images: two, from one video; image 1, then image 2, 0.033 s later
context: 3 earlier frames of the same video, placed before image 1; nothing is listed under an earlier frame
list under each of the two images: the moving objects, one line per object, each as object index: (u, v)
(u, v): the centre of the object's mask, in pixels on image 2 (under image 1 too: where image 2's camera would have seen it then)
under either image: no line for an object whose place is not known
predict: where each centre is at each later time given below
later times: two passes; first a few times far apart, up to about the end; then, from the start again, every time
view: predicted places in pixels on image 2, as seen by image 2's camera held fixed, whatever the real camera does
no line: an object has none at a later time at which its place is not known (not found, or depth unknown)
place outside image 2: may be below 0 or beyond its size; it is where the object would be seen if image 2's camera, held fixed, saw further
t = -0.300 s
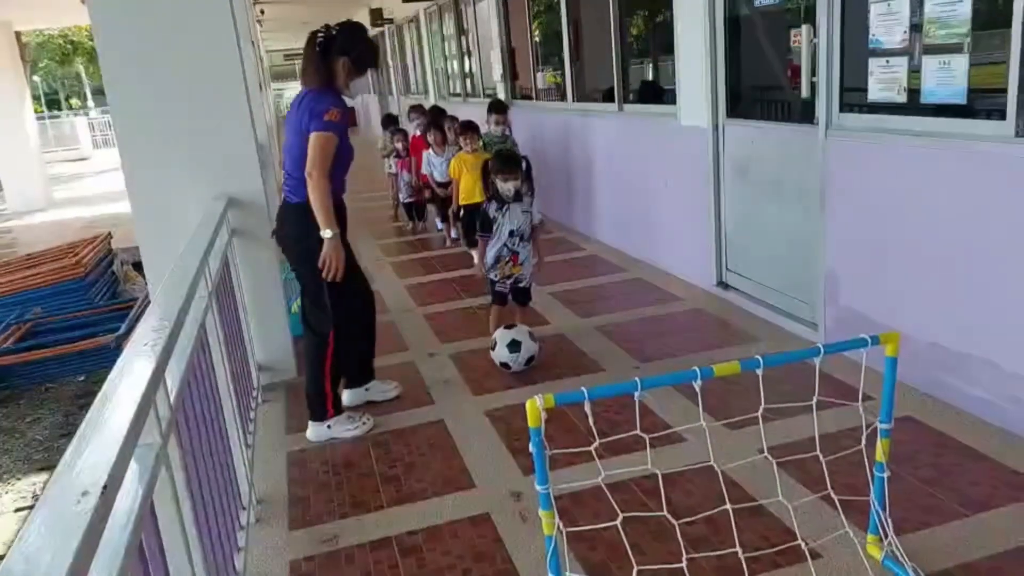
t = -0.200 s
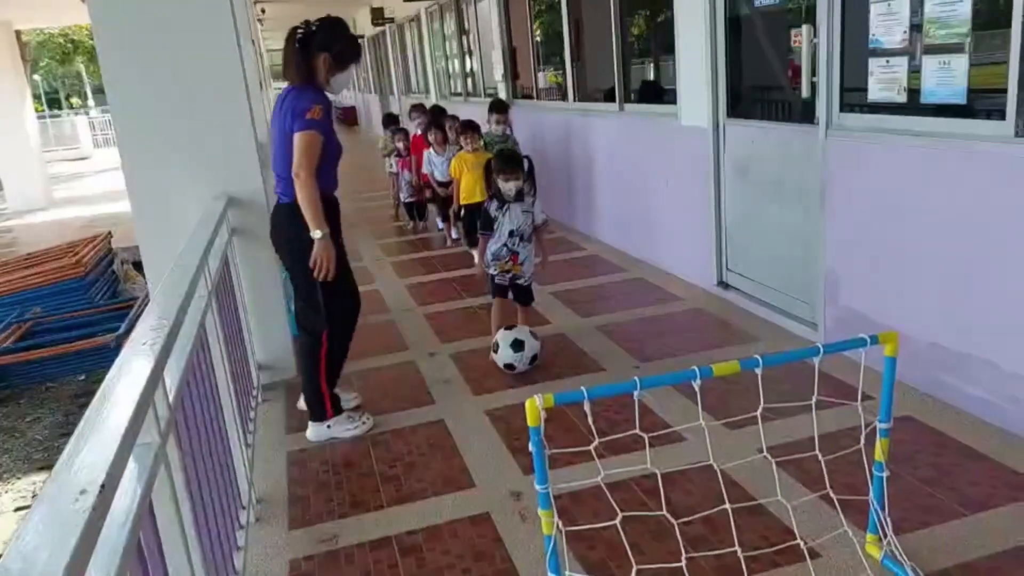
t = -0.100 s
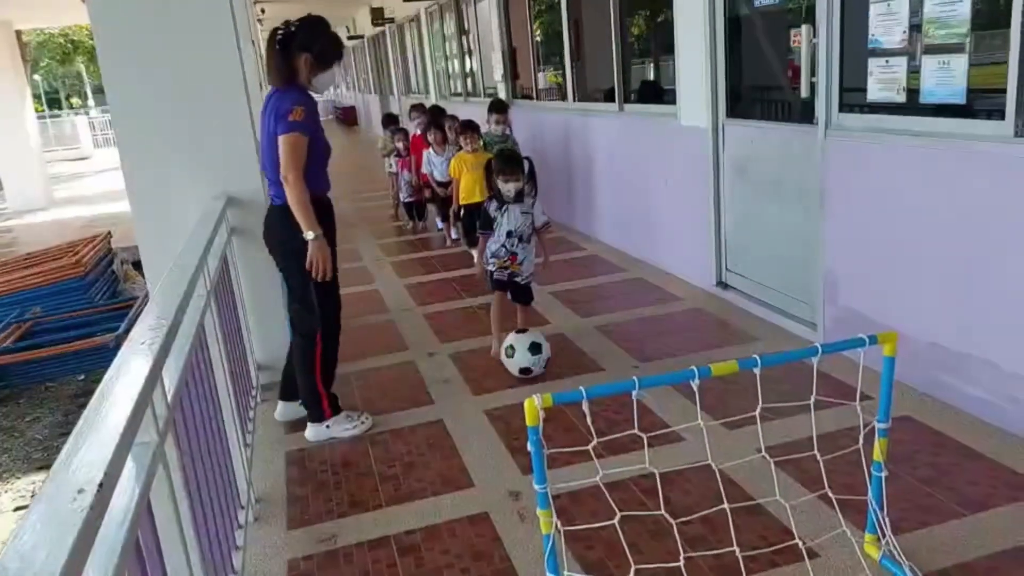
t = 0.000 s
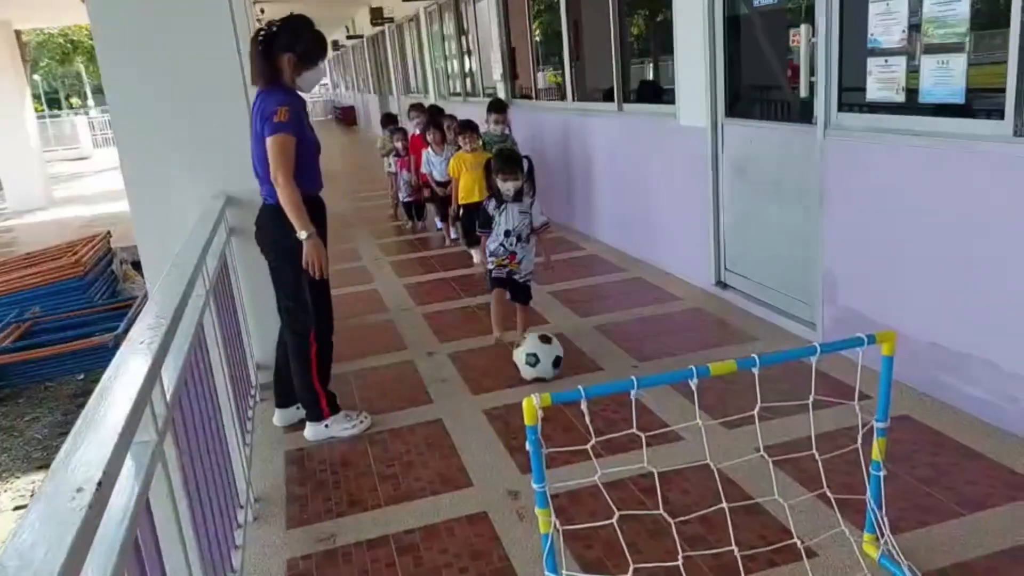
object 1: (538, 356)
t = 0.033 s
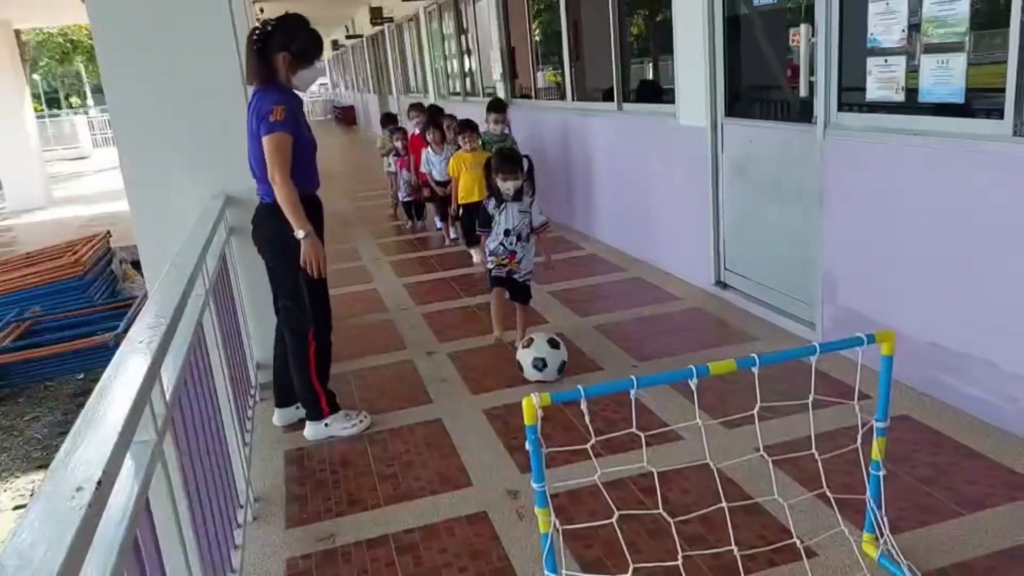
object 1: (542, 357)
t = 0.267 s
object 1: (570, 365)
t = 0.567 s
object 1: (608, 376)
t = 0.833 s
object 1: (649, 395)
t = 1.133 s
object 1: (691, 407)
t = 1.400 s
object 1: (734, 422)
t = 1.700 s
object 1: (788, 439)
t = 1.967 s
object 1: (833, 458)
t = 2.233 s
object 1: (888, 477)
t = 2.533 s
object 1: (949, 505)
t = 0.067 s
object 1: (546, 359)
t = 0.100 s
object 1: (550, 360)
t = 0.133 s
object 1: (554, 362)
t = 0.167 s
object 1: (557, 362)
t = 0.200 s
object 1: (561, 363)
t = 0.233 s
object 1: (565, 364)
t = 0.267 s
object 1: (570, 365)
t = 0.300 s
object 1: (574, 366)
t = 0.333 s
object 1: (578, 366)
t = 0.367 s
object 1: (582, 367)
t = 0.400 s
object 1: (586, 367)
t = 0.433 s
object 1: (590, 367)
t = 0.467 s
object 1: (594, 368)
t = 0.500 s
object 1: (598, 368)
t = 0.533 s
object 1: (603, 368)
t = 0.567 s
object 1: (608, 376)
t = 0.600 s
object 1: (613, 378)
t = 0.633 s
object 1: (617, 379)
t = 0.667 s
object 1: (620, 379)
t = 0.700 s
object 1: (632, 389)
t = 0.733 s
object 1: (634, 389)
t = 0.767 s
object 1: (639, 391)
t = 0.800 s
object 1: (644, 393)
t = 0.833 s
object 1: (649, 395)
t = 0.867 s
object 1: (653, 397)
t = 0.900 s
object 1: (659, 404)
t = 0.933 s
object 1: (663, 404)
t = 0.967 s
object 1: (667, 404)
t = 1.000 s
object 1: (671, 404)
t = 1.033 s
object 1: (677, 404)
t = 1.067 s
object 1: (682, 406)
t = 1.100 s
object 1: (686, 406)
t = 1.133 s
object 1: (691, 407)
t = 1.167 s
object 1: (697, 409)
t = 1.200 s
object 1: (702, 410)
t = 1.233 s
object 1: (707, 412)
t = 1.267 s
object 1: (713, 414)
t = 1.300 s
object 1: (718, 416)
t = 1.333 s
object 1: (723, 418)
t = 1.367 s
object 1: (728, 421)
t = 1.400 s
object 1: (734, 422)
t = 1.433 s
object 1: (741, 424)
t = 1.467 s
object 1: (748, 426)
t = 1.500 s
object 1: (754, 428)
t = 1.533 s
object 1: (760, 430)
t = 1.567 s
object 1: (765, 432)
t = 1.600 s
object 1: (772, 434)
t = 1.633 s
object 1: (777, 436)
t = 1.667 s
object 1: (782, 438)
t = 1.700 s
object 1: (788, 439)
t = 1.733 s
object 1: (794, 441)
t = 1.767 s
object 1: (800, 445)
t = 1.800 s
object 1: (806, 448)
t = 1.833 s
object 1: (811, 450)
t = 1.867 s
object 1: (816, 452)
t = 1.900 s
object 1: (822, 454)
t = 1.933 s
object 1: (827, 456)
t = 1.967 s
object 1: (833, 458)
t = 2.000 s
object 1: (834, 461)
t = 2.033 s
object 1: (841, 461)
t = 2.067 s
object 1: (844, 464)
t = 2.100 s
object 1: (856, 466)
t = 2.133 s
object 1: (864, 469)
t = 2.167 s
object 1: (871, 471)
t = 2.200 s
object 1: (882, 474)
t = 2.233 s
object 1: (888, 477)
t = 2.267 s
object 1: (895, 481)
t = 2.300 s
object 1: (910, 485)
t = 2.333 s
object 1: (913, 487)
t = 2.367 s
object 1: (917, 490)
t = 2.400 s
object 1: (922, 493)
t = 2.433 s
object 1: (926, 496)
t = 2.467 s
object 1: (933, 500)
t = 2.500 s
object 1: (941, 502)
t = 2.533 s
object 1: (949, 505)
